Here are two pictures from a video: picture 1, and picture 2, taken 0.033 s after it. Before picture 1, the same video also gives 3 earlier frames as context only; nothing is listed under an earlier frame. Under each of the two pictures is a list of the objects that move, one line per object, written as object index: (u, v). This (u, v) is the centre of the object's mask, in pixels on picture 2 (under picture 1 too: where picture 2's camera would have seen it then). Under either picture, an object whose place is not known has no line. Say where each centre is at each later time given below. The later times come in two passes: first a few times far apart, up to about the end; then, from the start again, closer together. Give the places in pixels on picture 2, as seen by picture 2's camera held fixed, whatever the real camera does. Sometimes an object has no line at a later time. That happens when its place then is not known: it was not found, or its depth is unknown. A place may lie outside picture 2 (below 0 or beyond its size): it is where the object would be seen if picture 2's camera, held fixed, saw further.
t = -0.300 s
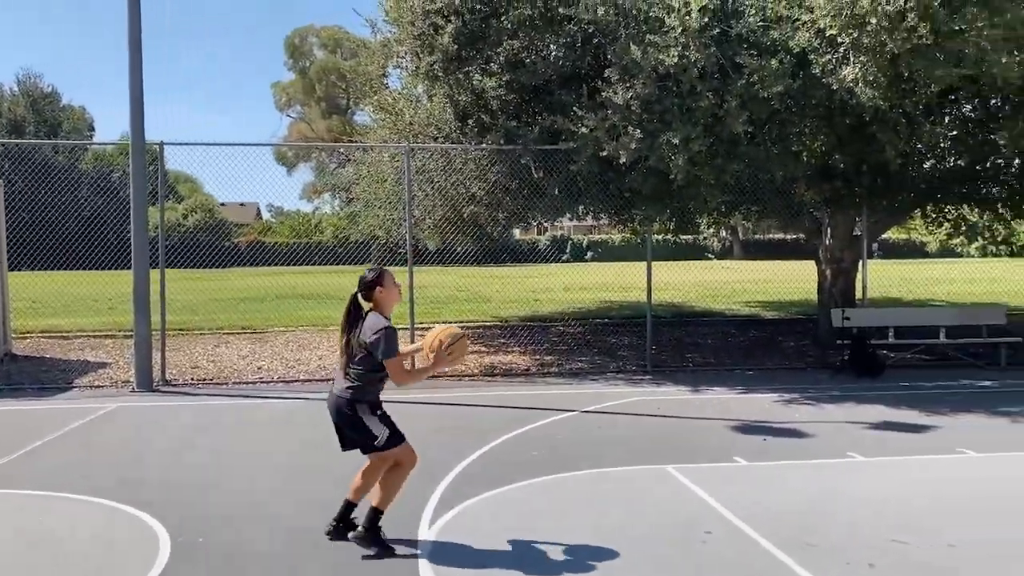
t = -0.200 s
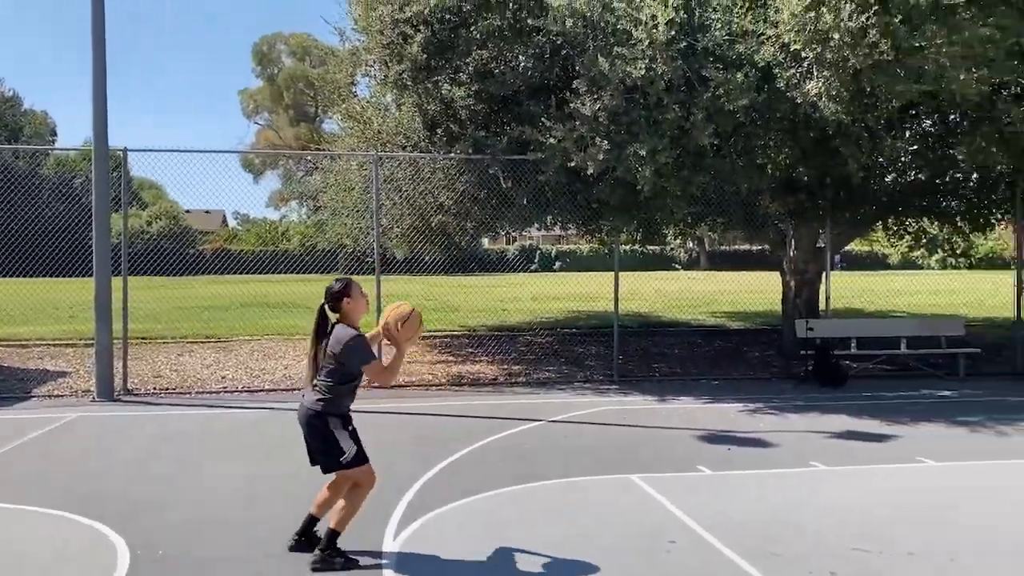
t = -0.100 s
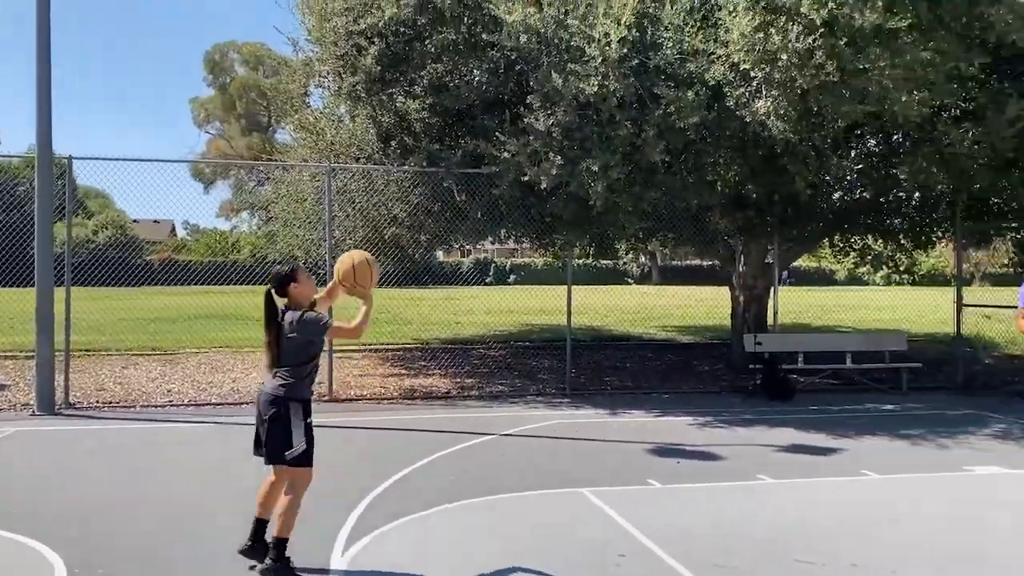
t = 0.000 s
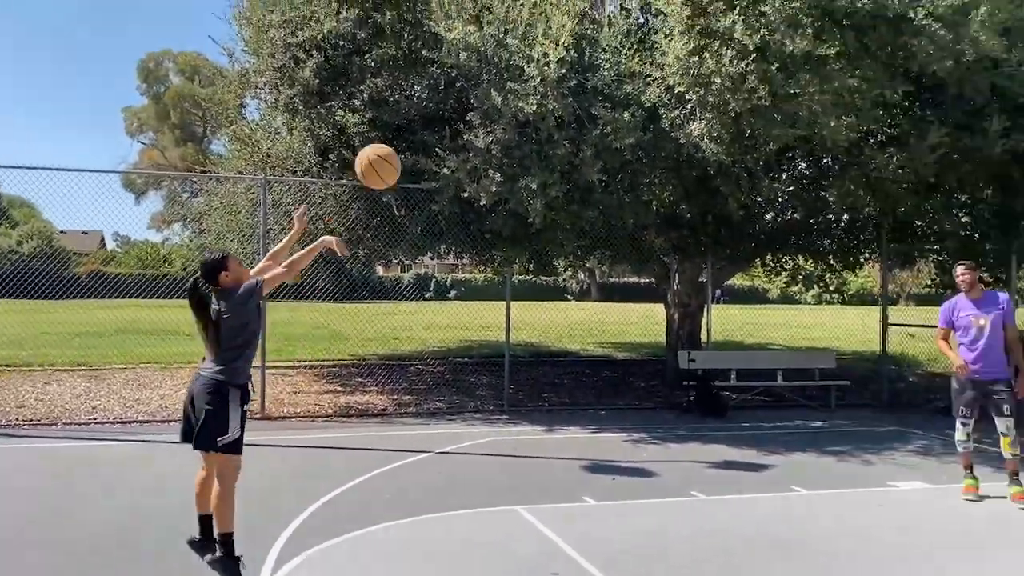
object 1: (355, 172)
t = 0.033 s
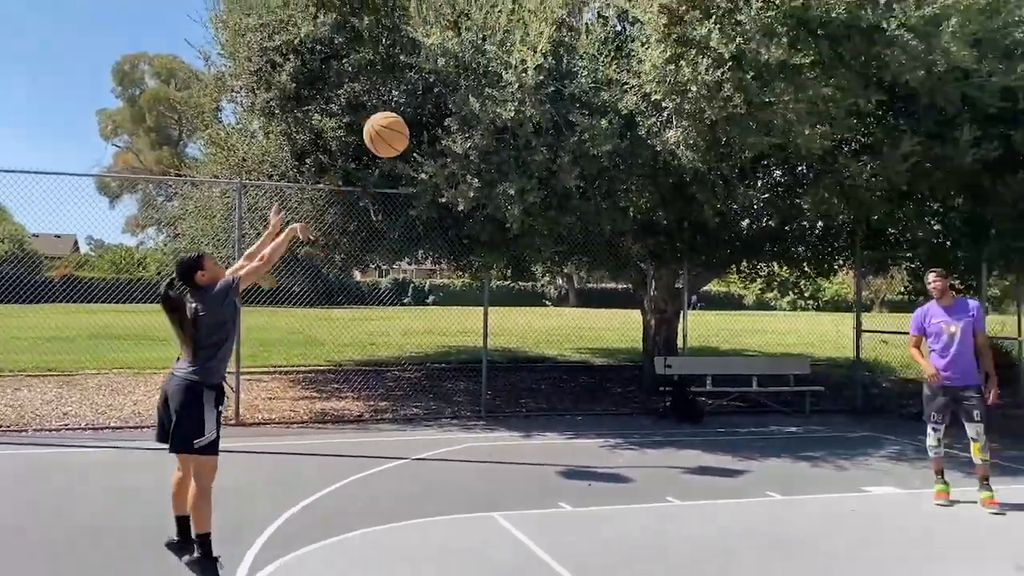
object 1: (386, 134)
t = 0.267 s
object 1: (575, -29)
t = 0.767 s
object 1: (931, -101)
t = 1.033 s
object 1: (1084, 15)
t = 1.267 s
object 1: (1203, 183)
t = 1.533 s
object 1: (1330, 445)
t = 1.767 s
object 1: (1405, 379)
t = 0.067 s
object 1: (417, 100)
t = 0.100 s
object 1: (446, 68)
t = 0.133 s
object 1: (475, 39)
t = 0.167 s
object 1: (504, 13)
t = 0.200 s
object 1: (532, -10)
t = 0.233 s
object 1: (547, -17)
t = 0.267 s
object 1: (575, -29)
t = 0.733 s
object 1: (911, -102)
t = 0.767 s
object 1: (931, -101)
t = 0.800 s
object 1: (951, -93)
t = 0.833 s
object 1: (972, -81)
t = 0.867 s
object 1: (992, -70)
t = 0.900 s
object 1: (1011, -55)
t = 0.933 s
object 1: (1029, -40)
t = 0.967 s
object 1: (1048, -23)
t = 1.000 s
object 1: (1067, -4)
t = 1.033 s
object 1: (1084, 15)
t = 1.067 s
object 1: (1103, 37)
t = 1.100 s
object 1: (1121, 57)
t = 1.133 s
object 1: (1138, 79)
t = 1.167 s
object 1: (1155, 111)
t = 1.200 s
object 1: (1172, 129)
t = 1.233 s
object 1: (1187, 155)
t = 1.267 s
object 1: (1203, 183)
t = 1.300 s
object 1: (1222, 212)
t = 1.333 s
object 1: (1236, 242)
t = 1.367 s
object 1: (1253, 273)
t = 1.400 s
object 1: (1268, 304)
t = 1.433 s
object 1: (1283, 338)
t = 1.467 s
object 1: (1298, 374)
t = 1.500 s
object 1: (1313, 409)
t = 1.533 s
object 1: (1330, 445)
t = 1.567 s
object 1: (1344, 482)
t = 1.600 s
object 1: (1358, 513)
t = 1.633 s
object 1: (1367, 483)
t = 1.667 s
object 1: (1376, 455)
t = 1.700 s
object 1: (1386, 426)
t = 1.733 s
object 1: (1394, 400)
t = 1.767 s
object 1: (1405, 379)
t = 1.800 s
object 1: (1414, 354)
